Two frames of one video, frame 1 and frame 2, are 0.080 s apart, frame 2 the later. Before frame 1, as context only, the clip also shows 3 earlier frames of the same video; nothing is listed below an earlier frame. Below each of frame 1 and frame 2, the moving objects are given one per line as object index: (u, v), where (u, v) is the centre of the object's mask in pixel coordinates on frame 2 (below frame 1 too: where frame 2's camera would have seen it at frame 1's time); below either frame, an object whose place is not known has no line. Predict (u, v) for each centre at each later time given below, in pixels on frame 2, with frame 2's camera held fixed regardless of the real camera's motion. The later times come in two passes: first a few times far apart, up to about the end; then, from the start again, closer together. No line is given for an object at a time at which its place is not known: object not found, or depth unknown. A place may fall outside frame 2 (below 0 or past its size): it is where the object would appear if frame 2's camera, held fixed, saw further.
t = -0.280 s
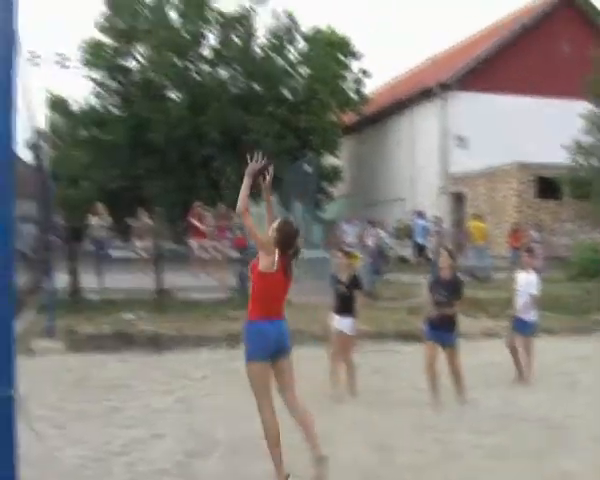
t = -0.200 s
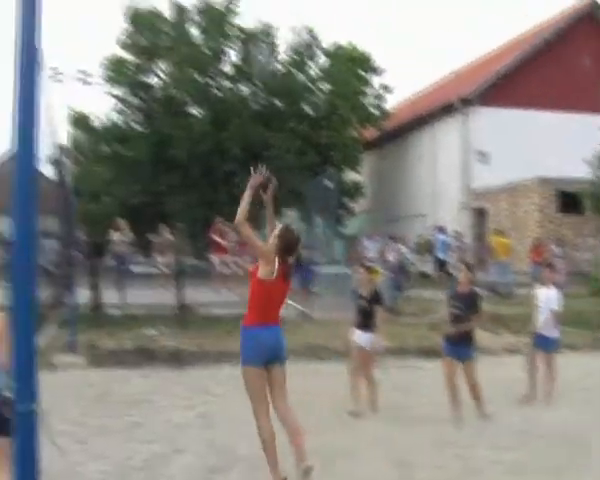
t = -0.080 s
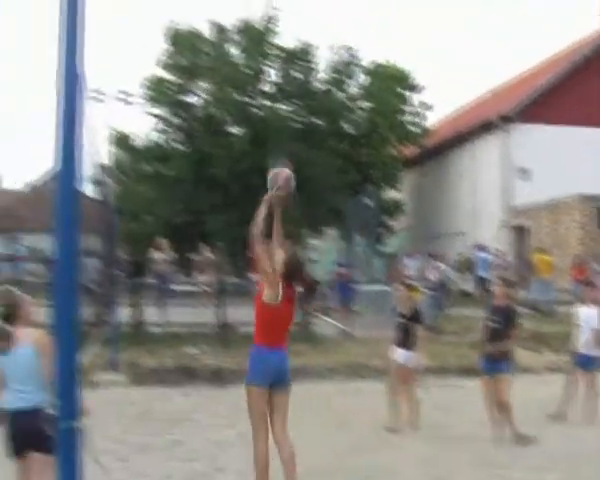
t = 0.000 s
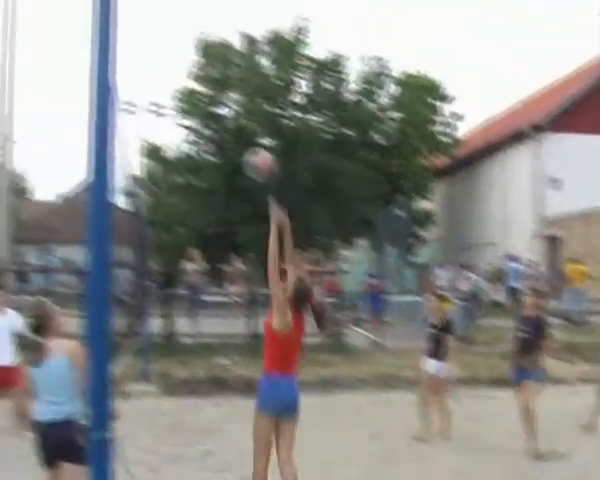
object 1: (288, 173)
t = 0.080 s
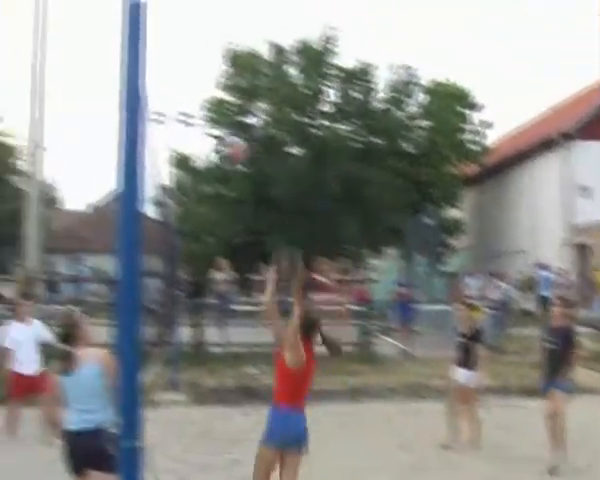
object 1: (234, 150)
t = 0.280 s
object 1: (103, 136)
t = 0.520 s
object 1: (-46, 194)
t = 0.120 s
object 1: (205, 144)
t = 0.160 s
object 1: (179, 139)
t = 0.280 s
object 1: (103, 136)
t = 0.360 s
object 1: (49, 149)
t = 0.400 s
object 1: (26, 157)
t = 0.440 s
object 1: (-1, 166)
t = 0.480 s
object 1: (-23, 178)
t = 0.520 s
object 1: (-46, 194)
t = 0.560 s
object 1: (-68, 210)
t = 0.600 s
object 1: (-90, 227)
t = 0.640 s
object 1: (-113, 248)
